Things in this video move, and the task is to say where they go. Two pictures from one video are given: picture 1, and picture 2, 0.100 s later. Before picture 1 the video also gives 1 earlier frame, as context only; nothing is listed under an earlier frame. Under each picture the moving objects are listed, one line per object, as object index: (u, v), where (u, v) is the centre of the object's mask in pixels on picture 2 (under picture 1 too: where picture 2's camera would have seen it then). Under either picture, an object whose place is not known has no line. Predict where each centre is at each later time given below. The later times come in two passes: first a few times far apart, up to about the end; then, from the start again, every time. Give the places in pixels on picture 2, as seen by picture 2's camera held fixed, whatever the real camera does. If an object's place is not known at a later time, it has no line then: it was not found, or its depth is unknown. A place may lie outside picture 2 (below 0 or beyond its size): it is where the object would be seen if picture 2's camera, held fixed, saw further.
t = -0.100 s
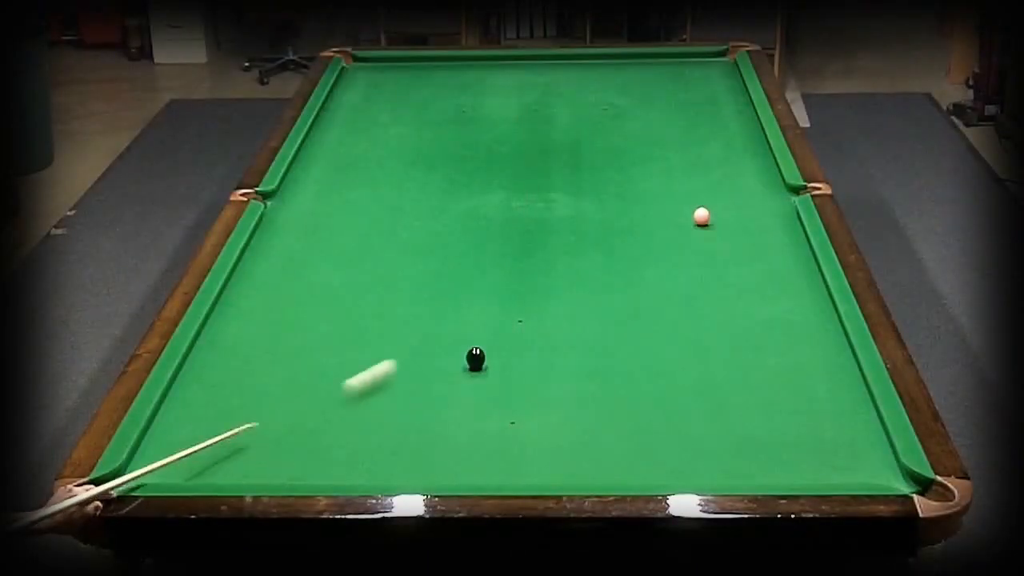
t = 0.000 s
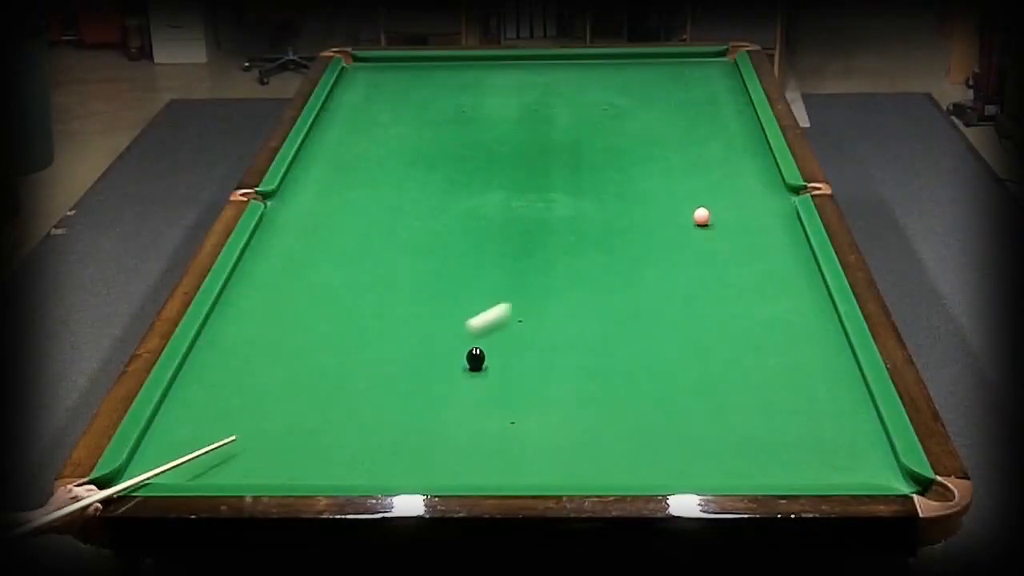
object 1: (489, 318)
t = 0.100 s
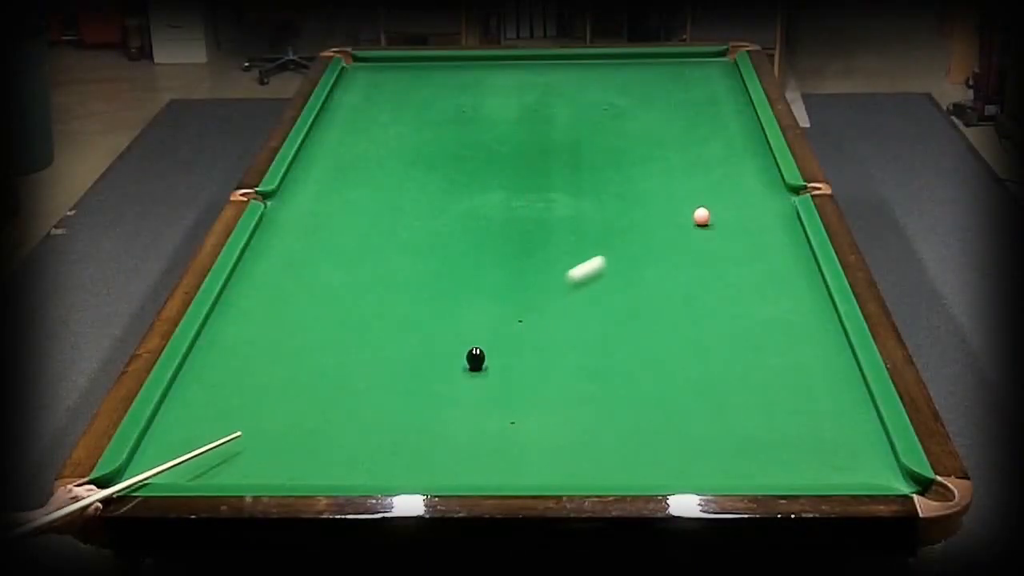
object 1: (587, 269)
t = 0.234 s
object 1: (685, 217)
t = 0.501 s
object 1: (644, 178)
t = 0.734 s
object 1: (627, 148)
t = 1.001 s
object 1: (610, 117)
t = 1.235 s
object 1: (597, 94)
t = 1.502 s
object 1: (585, 71)
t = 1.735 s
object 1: (574, 58)
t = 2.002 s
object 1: (551, 72)
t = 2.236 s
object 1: (531, 82)
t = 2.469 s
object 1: (512, 93)
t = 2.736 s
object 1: (489, 105)
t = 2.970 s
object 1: (469, 116)
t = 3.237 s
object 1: (445, 128)
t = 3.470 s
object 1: (425, 139)
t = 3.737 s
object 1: (401, 152)
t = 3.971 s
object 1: (380, 164)
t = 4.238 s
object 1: (357, 176)
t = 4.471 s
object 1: (336, 188)
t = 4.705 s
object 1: (316, 199)
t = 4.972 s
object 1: (292, 212)
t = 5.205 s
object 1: (272, 223)
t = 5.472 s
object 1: (262, 234)
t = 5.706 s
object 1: (265, 243)
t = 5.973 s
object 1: (268, 252)
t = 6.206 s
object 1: (271, 260)
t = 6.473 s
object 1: (275, 269)
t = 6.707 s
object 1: (278, 276)
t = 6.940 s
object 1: (281, 282)
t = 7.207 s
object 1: (284, 289)
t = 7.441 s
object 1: (286, 293)
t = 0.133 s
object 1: (615, 255)
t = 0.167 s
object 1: (643, 241)
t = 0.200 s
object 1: (668, 228)
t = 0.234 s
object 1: (685, 217)
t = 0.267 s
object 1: (679, 213)
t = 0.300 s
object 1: (672, 207)
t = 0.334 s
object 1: (666, 202)
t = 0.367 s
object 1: (660, 197)
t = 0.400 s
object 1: (655, 192)
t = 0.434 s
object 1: (651, 188)
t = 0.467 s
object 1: (647, 183)
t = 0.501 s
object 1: (644, 178)
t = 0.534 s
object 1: (641, 173)
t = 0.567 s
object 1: (639, 169)
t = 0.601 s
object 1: (636, 165)
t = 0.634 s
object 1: (634, 160)
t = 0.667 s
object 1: (631, 156)
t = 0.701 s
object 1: (629, 152)
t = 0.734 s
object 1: (627, 148)
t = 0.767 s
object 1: (624, 144)
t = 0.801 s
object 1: (622, 139)
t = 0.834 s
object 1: (620, 136)
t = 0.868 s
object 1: (618, 132)
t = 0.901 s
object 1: (616, 128)
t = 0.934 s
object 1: (614, 124)
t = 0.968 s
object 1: (612, 121)
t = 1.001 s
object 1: (610, 117)
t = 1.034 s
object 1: (608, 114)
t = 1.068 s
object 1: (606, 110)
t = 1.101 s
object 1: (604, 107)
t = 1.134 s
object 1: (602, 104)
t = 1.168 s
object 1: (601, 100)
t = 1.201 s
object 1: (599, 97)
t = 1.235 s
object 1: (597, 94)
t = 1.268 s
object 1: (596, 91)
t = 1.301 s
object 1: (594, 88)
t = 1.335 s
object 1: (593, 85)
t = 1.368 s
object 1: (591, 82)
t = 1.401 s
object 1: (590, 79)
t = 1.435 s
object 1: (588, 76)
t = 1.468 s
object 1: (587, 73)
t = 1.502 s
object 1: (585, 71)
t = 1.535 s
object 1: (584, 68)
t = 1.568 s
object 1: (582, 65)
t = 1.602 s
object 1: (581, 63)
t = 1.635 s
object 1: (580, 60)
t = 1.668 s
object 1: (578, 57)
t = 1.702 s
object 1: (577, 56)
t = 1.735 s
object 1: (574, 58)
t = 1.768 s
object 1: (571, 60)
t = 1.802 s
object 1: (568, 62)
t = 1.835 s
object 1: (565, 64)
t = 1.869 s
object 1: (562, 66)
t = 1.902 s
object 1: (559, 67)
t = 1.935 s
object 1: (556, 69)
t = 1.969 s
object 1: (554, 70)
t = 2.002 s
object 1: (551, 72)
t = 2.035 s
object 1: (548, 73)
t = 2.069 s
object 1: (545, 75)
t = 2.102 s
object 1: (542, 76)
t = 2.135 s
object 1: (540, 78)
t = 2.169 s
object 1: (537, 79)
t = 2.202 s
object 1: (534, 81)
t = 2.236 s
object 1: (531, 82)
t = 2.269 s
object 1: (529, 83)
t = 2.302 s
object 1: (526, 85)
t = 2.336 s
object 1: (523, 86)
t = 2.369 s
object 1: (520, 88)
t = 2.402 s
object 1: (518, 90)
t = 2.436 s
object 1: (515, 91)
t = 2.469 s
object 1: (512, 93)
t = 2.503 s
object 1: (509, 94)
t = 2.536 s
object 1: (506, 96)
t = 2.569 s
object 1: (503, 97)
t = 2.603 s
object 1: (500, 99)
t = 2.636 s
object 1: (497, 100)
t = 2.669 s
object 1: (495, 102)
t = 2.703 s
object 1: (492, 103)
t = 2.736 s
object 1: (489, 105)
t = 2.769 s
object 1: (486, 106)
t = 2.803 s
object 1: (483, 108)
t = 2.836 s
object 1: (480, 110)
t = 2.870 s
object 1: (477, 111)
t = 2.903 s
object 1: (475, 113)
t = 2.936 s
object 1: (472, 114)
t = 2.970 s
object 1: (469, 116)
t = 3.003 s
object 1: (466, 117)
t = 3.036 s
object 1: (463, 119)
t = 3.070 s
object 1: (460, 120)
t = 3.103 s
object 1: (457, 122)
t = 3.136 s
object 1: (454, 124)
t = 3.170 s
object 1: (451, 125)
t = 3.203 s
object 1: (448, 127)
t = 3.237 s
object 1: (445, 128)
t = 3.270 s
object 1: (442, 130)
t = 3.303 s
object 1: (440, 131)
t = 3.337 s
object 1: (437, 133)
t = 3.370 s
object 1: (434, 135)
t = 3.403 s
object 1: (431, 136)
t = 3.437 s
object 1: (428, 138)
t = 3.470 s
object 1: (425, 139)
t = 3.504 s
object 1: (422, 141)
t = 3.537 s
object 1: (419, 143)
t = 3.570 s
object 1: (416, 144)
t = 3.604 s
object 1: (413, 146)
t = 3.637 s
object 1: (410, 147)
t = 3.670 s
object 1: (407, 149)
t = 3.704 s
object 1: (404, 151)
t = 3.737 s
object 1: (401, 152)
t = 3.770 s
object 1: (398, 153)
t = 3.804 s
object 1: (395, 155)
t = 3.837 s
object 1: (392, 157)
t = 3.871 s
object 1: (389, 159)
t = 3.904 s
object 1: (386, 160)
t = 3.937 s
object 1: (383, 162)
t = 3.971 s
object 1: (380, 164)
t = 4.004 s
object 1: (377, 165)
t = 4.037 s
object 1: (374, 167)
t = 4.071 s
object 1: (371, 168)
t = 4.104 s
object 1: (368, 170)
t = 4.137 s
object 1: (365, 172)
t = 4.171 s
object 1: (362, 173)
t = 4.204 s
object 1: (360, 175)
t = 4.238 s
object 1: (357, 176)
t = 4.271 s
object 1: (354, 178)
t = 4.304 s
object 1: (351, 180)
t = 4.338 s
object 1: (348, 181)
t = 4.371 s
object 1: (345, 183)
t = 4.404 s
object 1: (342, 185)
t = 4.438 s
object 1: (339, 186)
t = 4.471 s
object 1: (336, 188)
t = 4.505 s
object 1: (333, 189)
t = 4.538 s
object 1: (330, 191)
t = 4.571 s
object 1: (327, 193)
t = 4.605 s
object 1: (324, 194)
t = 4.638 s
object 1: (321, 196)
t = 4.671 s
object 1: (319, 197)
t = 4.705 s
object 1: (316, 199)
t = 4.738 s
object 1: (313, 200)
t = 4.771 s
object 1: (310, 202)
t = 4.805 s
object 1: (307, 204)
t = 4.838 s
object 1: (304, 205)
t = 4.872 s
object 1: (301, 207)
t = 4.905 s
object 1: (298, 209)
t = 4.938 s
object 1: (295, 210)
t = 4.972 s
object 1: (292, 212)
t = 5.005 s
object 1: (289, 213)
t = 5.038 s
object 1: (287, 215)
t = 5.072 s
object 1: (284, 217)
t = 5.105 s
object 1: (281, 218)
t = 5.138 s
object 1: (278, 220)
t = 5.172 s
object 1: (275, 221)
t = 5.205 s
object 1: (272, 223)
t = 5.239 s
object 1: (270, 224)
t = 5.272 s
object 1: (267, 226)
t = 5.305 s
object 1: (264, 227)
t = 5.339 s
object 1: (261, 229)
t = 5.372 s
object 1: (261, 231)
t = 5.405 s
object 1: (261, 232)
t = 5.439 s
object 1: (261, 233)
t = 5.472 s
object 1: (262, 234)
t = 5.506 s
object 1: (262, 236)
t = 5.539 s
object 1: (263, 237)
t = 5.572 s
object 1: (263, 238)
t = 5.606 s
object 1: (263, 239)
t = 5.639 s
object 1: (264, 240)
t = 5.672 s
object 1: (264, 242)
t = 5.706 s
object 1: (265, 243)
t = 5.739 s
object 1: (265, 244)
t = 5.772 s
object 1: (266, 245)
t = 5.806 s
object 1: (266, 246)
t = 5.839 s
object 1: (266, 248)
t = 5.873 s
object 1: (267, 249)
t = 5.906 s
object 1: (267, 250)
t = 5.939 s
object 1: (268, 251)
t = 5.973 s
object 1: (268, 252)
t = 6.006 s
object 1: (269, 254)
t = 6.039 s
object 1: (269, 255)
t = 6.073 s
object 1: (270, 256)
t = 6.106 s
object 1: (270, 257)
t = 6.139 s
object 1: (271, 258)
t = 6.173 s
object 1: (271, 259)
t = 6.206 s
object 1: (271, 260)
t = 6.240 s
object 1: (272, 262)
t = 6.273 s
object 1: (272, 263)
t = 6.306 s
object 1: (273, 264)
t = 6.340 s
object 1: (273, 265)
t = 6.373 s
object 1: (274, 266)
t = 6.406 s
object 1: (274, 267)
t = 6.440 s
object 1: (275, 268)
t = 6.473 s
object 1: (275, 269)
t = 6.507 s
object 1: (275, 270)
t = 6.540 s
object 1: (276, 271)
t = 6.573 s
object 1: (277, 272)
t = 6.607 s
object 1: (277, 273)
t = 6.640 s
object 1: (277, 274)
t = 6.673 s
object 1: (278, 275)
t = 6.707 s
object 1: (278, 276)
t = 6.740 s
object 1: (278, 277)
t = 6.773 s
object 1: (279, 277)
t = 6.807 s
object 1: (279, 278)
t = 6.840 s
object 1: (280, 279)
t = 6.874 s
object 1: (280, 280)
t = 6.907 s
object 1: (280, 281)
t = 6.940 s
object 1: (281, 282)
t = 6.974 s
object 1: (281, 283)
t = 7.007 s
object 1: (282, 284)
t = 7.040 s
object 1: (282, 285)
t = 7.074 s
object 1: (282, 285)
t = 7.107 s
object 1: (283, 286)
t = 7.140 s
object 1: (283, 287)
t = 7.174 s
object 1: (283, 288)
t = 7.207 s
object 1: (284, 289)
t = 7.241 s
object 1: (284, 289)
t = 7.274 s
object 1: (284, 290)
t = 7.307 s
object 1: (284, 291)
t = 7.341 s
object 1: (285, 291)
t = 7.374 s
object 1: (285, 292)
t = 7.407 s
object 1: (285, 293)
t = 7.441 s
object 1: (286, 293)
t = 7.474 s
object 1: (286, 294)
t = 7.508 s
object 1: (286, 295)
